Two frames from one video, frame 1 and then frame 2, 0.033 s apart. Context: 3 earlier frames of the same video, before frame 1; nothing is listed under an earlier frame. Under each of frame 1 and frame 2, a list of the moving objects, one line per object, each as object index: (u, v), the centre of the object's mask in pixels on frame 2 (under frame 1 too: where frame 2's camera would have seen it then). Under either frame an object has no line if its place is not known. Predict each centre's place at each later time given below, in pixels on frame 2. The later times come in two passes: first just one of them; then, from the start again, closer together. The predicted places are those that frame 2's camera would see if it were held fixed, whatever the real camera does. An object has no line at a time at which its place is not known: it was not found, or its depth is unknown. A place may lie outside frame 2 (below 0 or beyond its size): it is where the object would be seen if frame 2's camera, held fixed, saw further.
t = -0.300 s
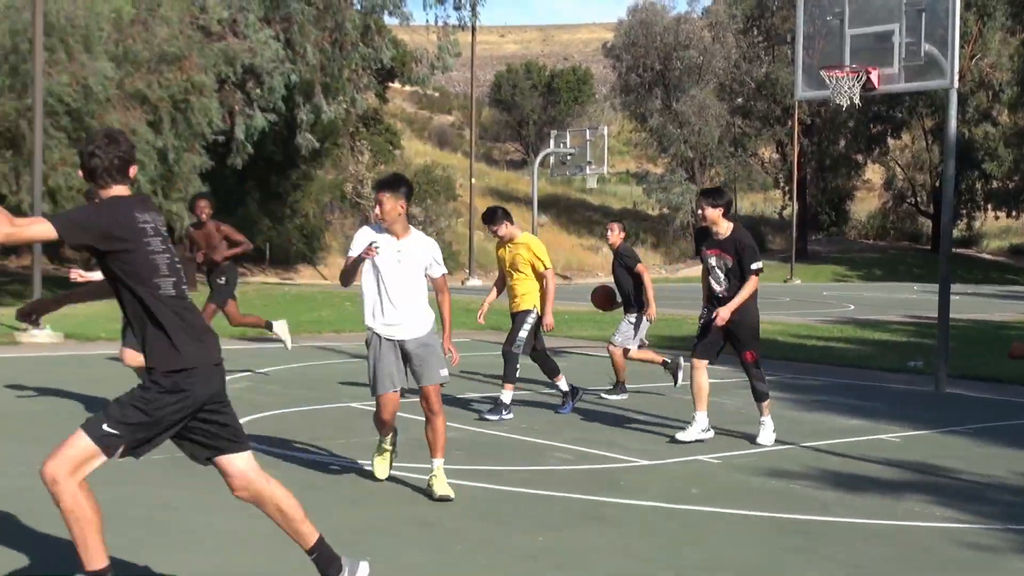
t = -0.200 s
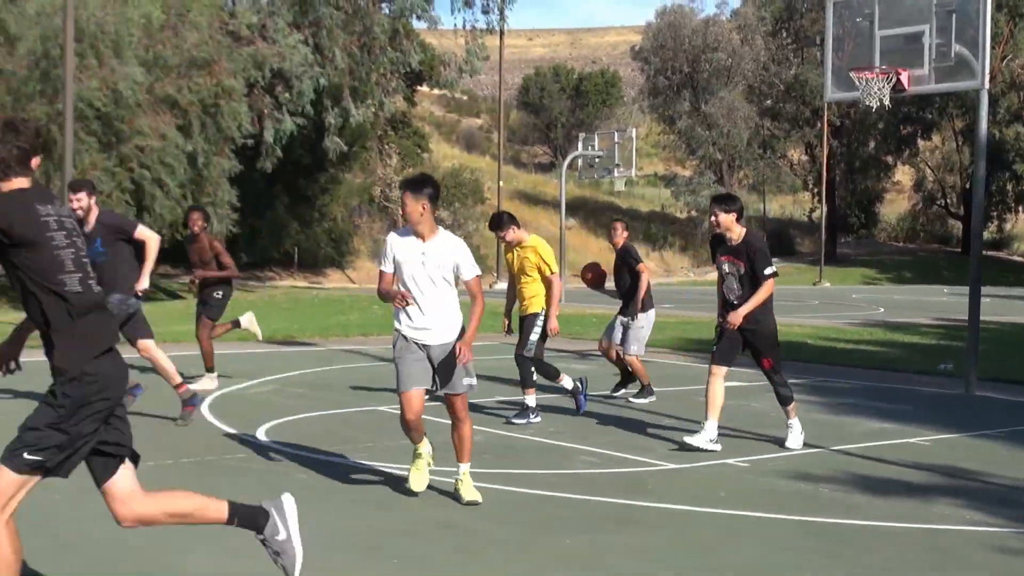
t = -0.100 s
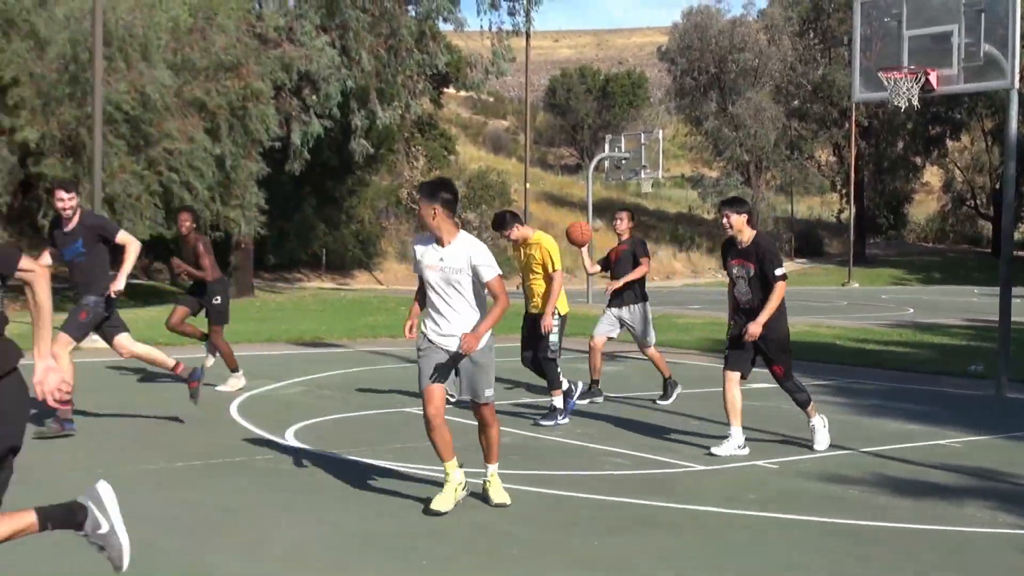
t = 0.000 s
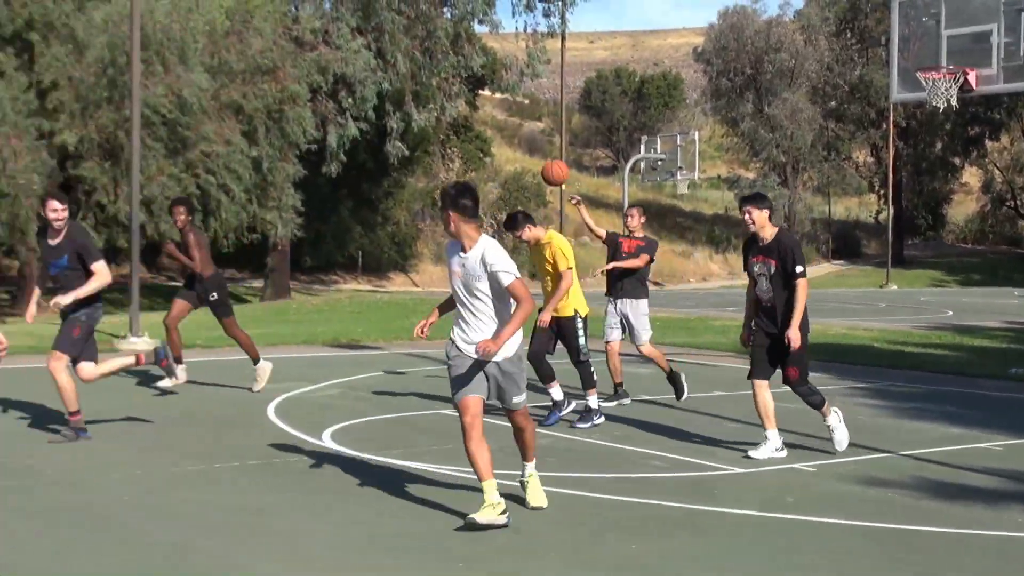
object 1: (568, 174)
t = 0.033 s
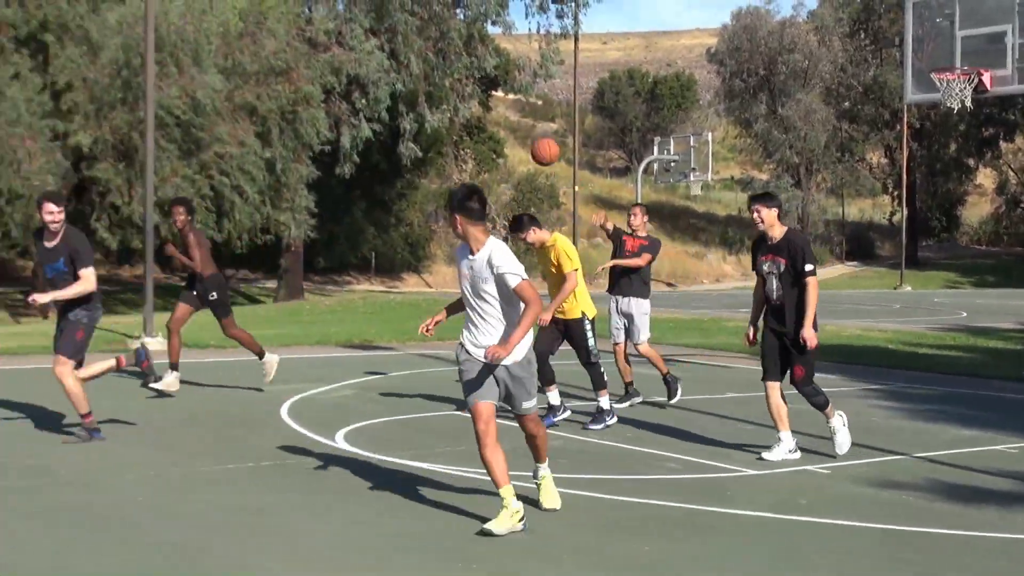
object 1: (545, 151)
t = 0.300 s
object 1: (314, -26)
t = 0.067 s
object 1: (521, 130)
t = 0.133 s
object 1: (470, 86)
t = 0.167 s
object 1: (441, 64)
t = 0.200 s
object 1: (413, 42)
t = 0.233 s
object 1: (381, 20)
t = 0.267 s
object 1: (348, -4)
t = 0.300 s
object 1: (314, -26)
